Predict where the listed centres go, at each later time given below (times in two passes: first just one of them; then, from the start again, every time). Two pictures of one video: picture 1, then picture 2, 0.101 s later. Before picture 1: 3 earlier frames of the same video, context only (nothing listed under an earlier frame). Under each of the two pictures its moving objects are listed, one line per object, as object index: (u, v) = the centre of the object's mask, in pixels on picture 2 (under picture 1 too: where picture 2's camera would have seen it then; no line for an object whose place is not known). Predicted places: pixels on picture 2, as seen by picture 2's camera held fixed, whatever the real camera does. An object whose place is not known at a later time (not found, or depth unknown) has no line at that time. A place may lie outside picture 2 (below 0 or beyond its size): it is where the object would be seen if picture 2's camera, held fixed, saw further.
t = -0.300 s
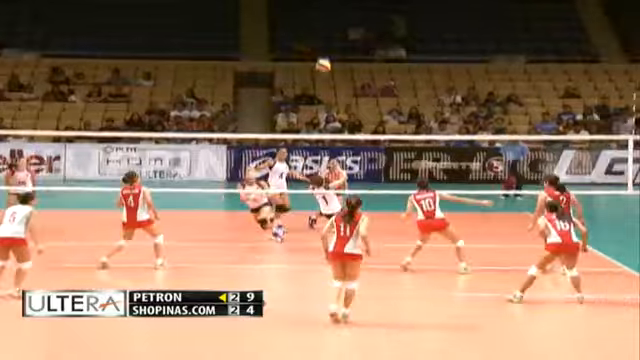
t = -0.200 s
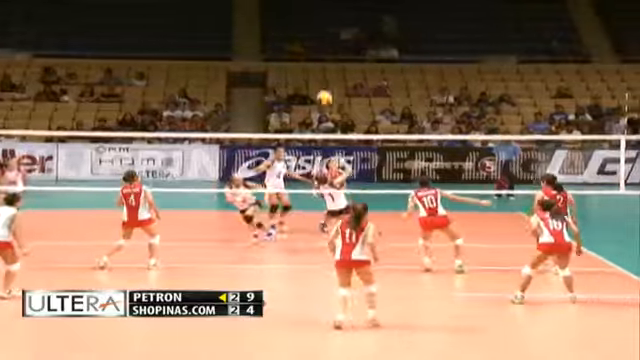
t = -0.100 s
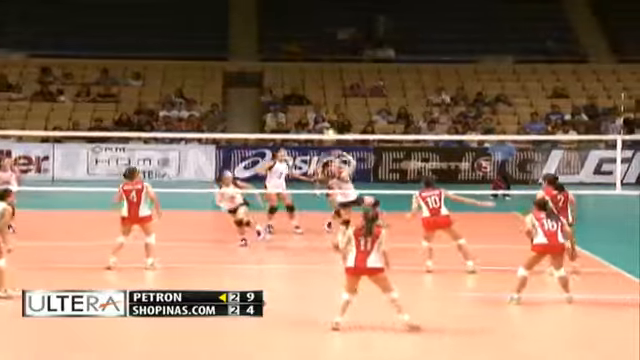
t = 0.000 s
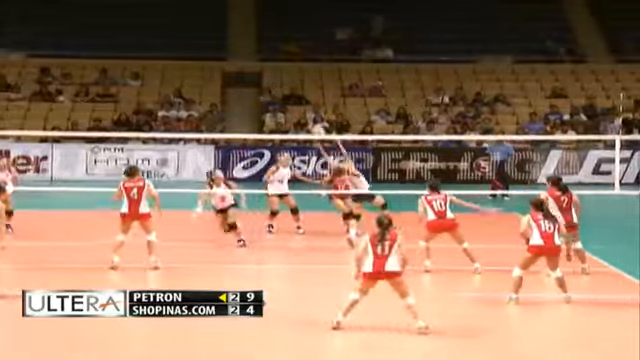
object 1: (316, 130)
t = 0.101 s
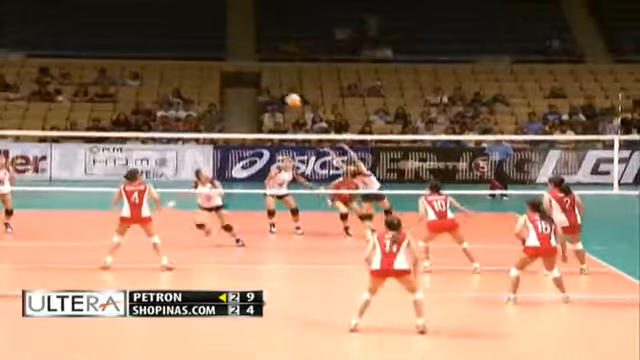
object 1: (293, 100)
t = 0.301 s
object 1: (250, 53)
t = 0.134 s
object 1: (285, 90)
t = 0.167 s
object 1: (278, 82)
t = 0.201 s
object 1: (271, 74)
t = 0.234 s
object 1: (264, 67)
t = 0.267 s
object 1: (256, 60)
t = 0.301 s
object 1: (250, 53)
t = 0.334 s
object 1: (243, 48)
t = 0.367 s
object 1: (236, 43)
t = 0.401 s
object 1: (230, 39)
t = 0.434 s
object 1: (223, 36)
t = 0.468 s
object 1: (215, 32)
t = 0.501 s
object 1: (208, 30)
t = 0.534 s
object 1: (201, 28)
